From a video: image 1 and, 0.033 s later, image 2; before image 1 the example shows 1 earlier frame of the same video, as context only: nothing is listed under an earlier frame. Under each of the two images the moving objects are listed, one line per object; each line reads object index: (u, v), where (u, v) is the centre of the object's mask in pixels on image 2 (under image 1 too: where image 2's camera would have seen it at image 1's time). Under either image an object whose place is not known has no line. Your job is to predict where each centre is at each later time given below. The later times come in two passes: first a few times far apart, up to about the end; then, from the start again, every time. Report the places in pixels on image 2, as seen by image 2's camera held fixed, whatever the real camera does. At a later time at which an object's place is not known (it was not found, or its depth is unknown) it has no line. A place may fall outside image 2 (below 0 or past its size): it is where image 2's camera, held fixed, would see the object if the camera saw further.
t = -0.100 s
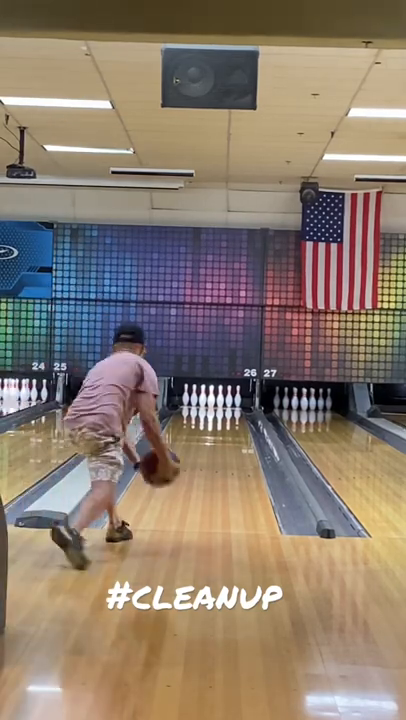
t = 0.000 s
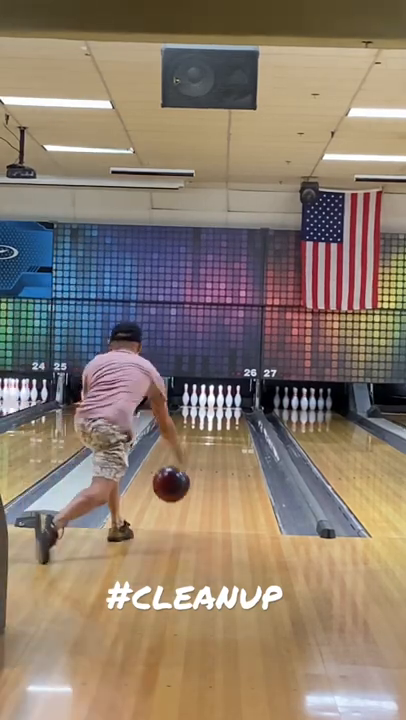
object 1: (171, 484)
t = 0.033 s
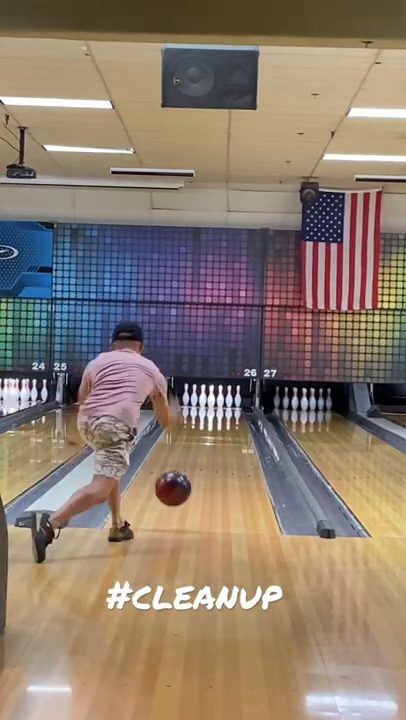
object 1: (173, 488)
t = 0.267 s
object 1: (184, 488)
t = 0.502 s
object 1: (193, 469)
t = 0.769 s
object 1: (201, 453)
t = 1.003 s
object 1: (205, 442)
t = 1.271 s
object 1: (209, 432)
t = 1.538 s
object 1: (212, 424)
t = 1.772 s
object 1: (213, 418)
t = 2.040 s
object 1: (214, 412)
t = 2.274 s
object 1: (212, 408)
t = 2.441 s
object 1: (209, 405)
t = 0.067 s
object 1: (174, 494)
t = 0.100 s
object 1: (176, 501)
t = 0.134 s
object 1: (178, 499)
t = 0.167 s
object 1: (179, 493)
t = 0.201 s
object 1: (181, 490)
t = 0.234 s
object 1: (183, 488)
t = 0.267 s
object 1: (184, 488)
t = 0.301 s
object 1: (186, 484)
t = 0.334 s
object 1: (187, 481)
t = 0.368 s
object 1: (188, 480)
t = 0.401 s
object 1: (190, 477)
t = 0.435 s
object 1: (191, 474)
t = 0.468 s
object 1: (192, 472)
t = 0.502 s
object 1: (193, 469)
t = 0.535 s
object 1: (194, 467)
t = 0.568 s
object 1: (195, 465)
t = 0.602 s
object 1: (196, 463)
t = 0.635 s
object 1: (197, 461)
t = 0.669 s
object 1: (198, 458)
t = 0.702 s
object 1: (199, 457)
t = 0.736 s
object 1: (200, 455)
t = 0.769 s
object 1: (201, 453)
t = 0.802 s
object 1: (201, 452)
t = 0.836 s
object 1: (202, 450)
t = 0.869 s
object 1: (203, 448)
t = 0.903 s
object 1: (203, 447)
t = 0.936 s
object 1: (205, 445)
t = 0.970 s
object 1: (205, 443)
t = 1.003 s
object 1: (205, 442)
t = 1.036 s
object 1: (206, 441)
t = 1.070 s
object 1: (207, 439)
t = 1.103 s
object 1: (207, 438)
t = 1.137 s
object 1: (208, 437)
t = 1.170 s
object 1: (208, 435)
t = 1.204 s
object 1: (208, 434)
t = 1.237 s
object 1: (209, 433)
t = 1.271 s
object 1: (209, 432)
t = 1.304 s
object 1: (210, 431)
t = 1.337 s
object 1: (210, 430)
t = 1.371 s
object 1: (210, 429)
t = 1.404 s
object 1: (211, 427)
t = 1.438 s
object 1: (211, 426)
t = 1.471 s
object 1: (211, 426)
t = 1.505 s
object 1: (212, 425)
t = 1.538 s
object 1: (212, 424)
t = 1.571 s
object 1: (212, 423)
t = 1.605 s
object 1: (212, 422)
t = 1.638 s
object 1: (212, 421)
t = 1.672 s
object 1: (213, 420)
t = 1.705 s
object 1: (213, 419)
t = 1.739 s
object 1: (213, 419)
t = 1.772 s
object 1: (213, 418)
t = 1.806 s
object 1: (213, 417)
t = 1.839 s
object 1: (214, 416)
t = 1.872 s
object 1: (214, 415)
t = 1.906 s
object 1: (214, 415)
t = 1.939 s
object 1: (214, 414)
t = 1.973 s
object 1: (214, 413)
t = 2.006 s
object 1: (214, 412)
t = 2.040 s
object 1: (214, 412)
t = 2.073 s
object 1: (214, 411)
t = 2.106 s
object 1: (213, 411)
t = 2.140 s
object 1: (213, 410)
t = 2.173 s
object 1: (213, 409)
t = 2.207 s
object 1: (213, 409)
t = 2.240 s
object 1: (212, 408)
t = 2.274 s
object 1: (212, 408)
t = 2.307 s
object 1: (212, 407)
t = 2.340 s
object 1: (210, 407)
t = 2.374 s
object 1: (210, 406)
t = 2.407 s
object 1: (210, 406)
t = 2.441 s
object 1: (209, 405)
